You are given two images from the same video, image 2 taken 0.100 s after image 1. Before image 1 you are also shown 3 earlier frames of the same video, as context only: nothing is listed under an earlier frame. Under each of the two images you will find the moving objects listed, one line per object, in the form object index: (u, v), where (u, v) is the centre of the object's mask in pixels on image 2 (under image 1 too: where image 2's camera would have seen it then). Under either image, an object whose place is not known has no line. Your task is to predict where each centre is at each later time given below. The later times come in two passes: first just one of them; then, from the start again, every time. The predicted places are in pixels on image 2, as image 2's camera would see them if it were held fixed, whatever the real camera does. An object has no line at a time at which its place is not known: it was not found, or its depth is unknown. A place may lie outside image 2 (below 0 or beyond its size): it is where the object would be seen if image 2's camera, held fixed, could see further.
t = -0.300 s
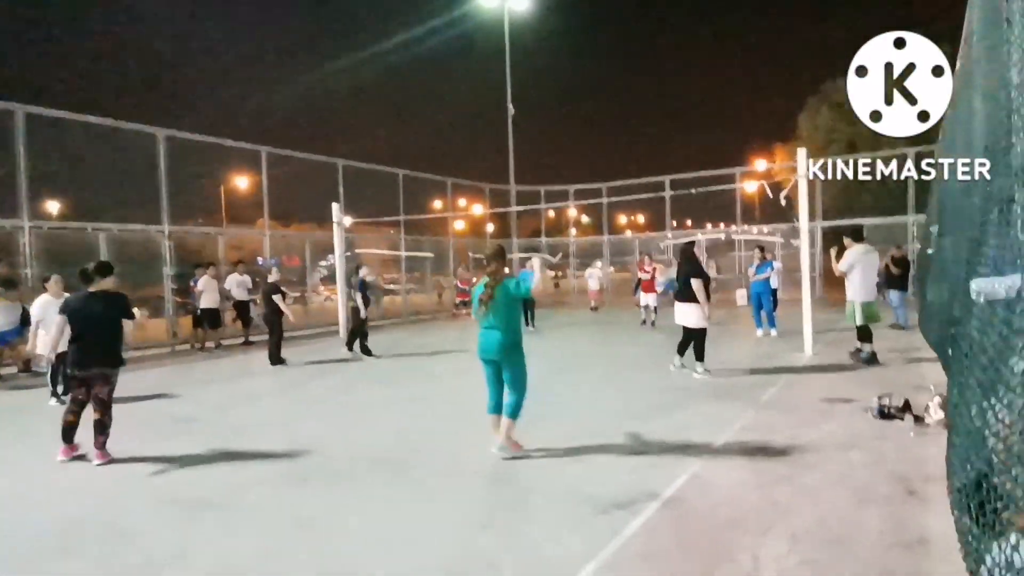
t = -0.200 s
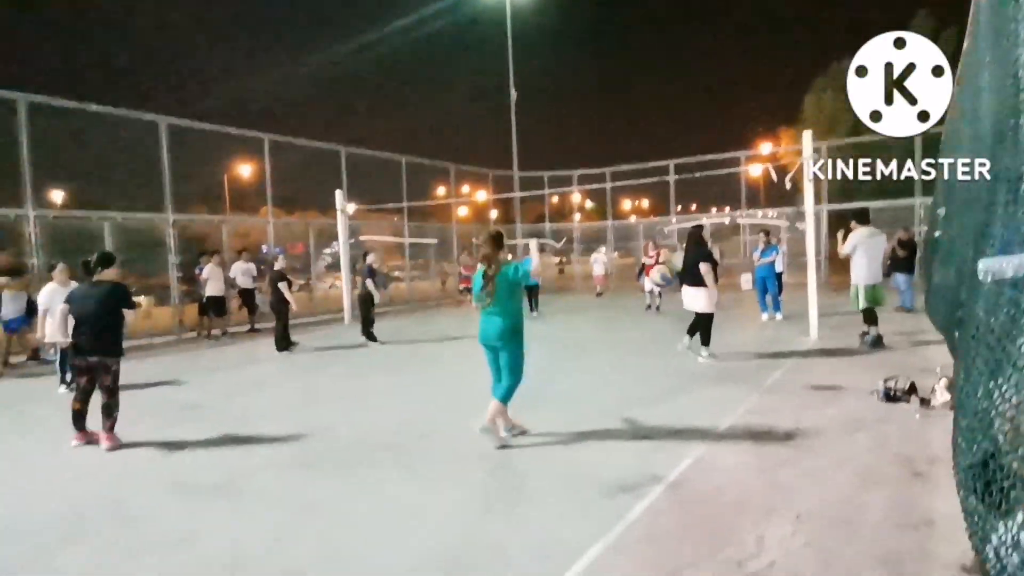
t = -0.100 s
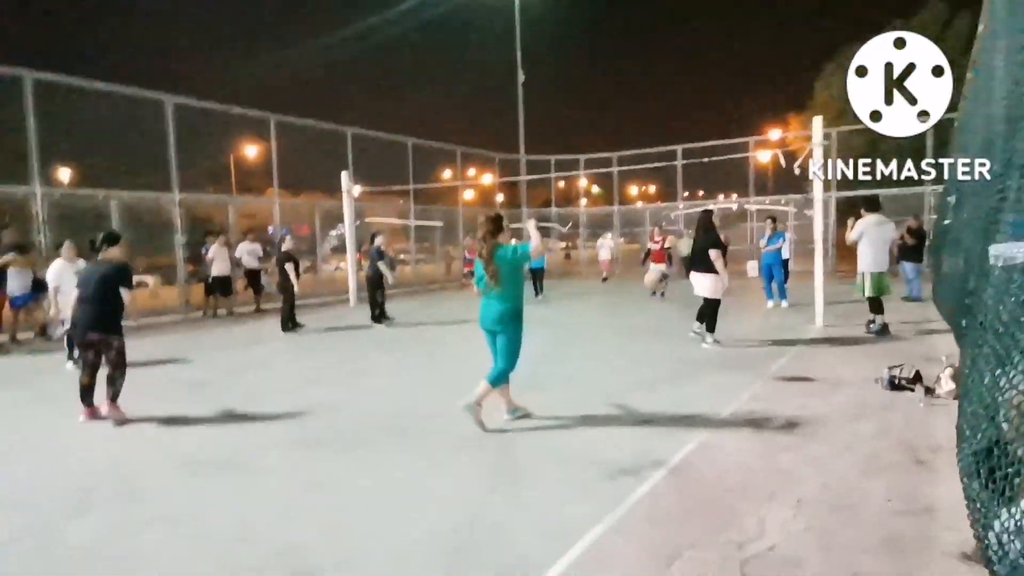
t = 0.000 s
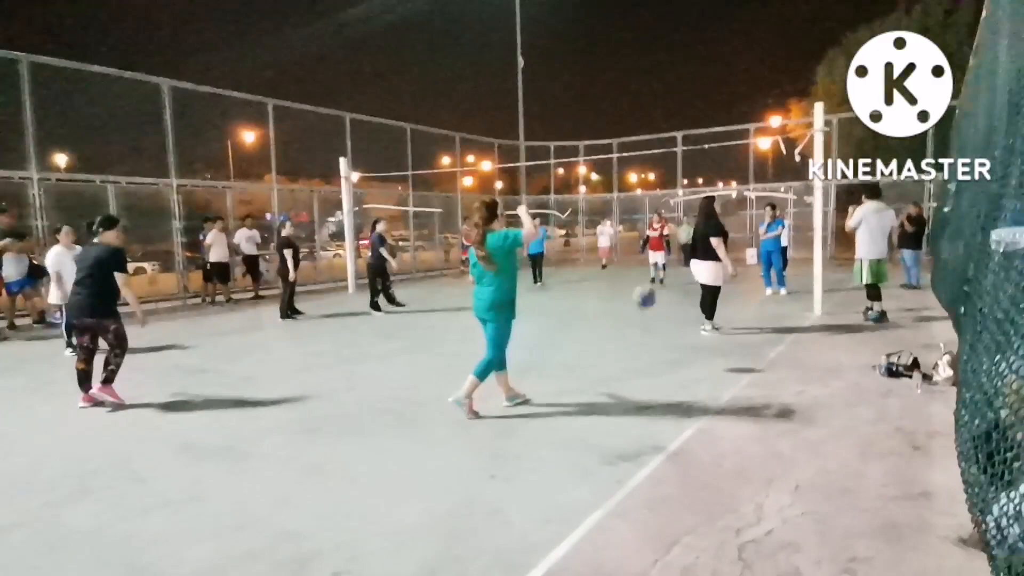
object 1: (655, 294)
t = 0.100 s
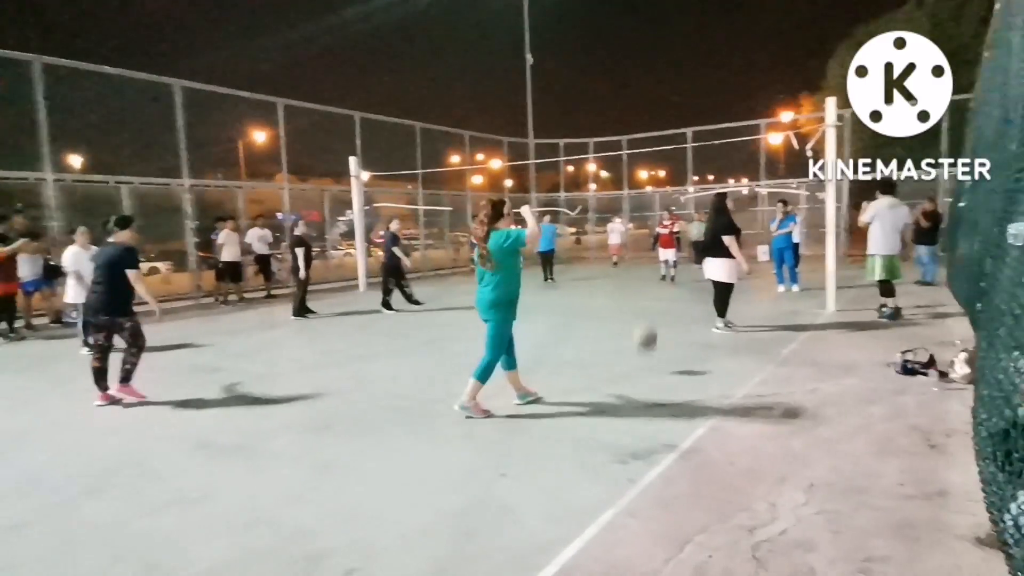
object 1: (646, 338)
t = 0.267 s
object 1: (623, 326)
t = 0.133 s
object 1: (642, 355)
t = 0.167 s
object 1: (637, 360)
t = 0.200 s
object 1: (631, 348)
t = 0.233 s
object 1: (627, 336)
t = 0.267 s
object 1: (623, 326)
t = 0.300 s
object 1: (618, 317)
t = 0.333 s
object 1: (612, 309)
